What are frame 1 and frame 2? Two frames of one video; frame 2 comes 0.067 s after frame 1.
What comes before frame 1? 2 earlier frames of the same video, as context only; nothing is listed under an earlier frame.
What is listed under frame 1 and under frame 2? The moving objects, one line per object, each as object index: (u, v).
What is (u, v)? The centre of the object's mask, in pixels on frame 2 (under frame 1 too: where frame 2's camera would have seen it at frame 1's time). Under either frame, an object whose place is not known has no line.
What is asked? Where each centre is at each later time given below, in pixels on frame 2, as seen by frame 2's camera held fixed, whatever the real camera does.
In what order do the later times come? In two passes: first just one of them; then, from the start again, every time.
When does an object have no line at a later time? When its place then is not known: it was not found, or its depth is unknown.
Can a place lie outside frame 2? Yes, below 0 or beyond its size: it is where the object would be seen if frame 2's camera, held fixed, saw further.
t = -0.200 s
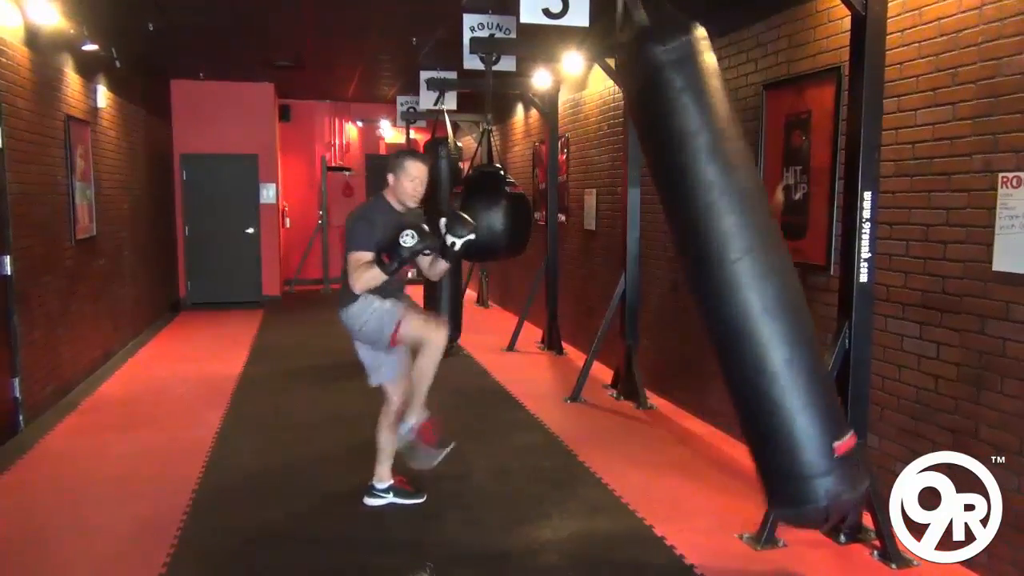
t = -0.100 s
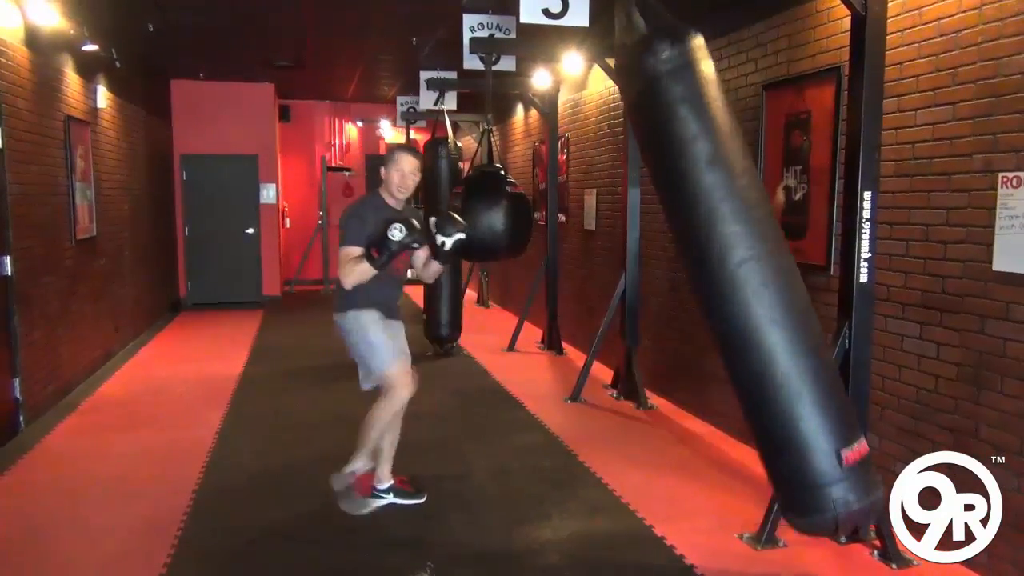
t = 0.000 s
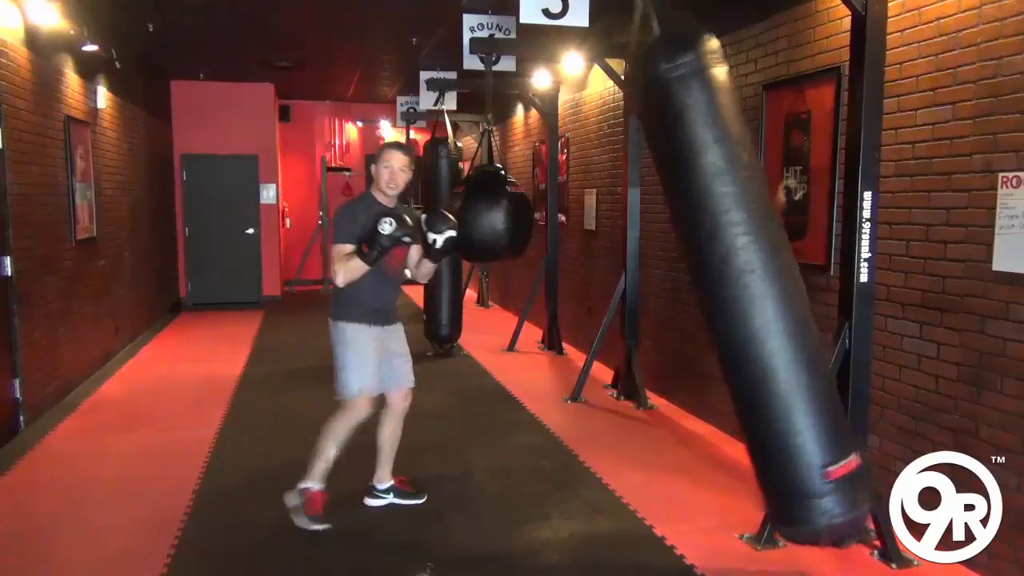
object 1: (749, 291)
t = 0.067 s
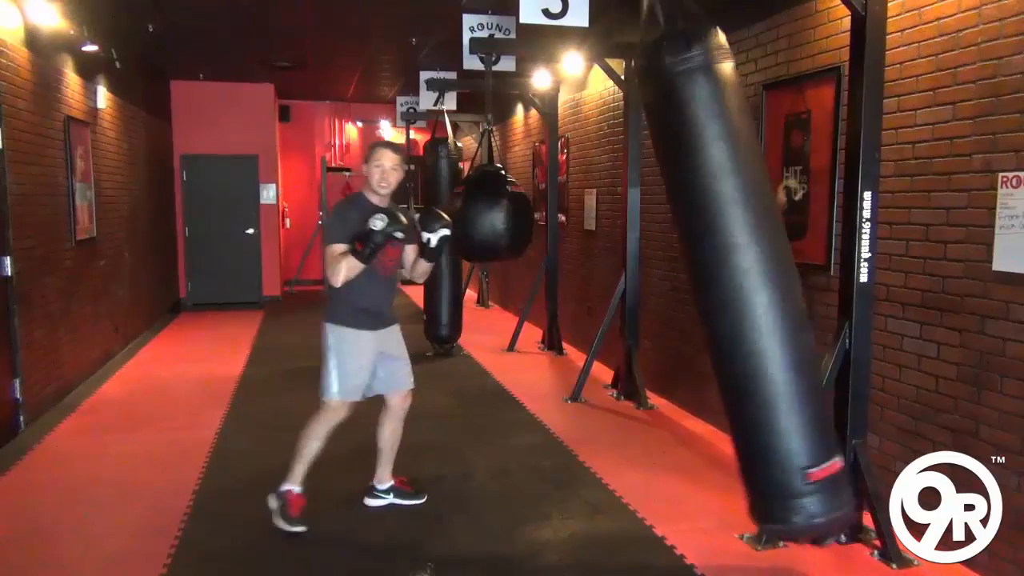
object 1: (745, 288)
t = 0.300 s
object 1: (697, 303)
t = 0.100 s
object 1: (740, 288)
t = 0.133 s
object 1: (734, 292)
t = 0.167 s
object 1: (728, 295)
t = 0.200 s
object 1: (722, 300)
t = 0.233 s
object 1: (714, 304)
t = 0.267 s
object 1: (705, 303)
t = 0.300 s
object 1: (697, 303)
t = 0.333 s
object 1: (687, 305)
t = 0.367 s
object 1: (677, 308)
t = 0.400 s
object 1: (668, 311)
